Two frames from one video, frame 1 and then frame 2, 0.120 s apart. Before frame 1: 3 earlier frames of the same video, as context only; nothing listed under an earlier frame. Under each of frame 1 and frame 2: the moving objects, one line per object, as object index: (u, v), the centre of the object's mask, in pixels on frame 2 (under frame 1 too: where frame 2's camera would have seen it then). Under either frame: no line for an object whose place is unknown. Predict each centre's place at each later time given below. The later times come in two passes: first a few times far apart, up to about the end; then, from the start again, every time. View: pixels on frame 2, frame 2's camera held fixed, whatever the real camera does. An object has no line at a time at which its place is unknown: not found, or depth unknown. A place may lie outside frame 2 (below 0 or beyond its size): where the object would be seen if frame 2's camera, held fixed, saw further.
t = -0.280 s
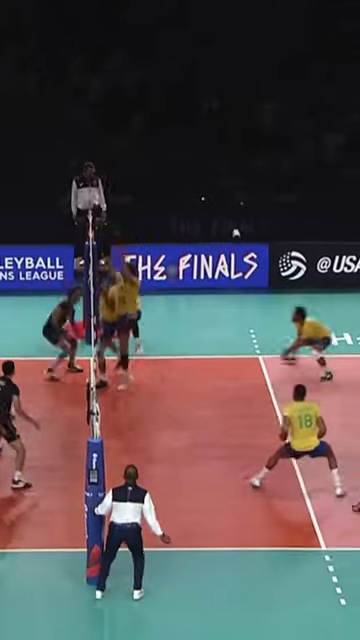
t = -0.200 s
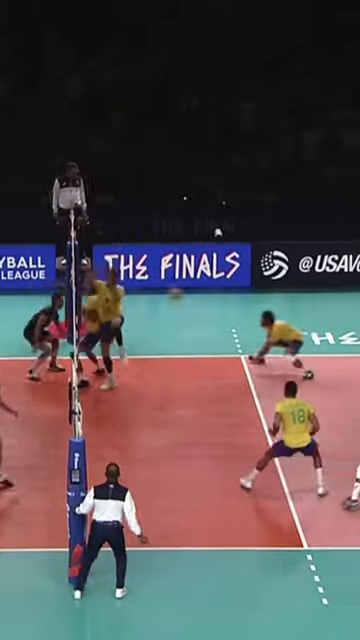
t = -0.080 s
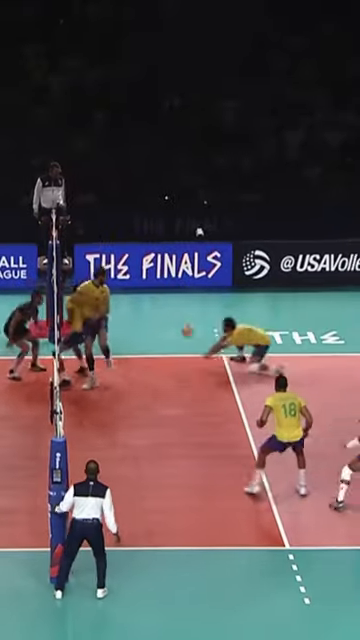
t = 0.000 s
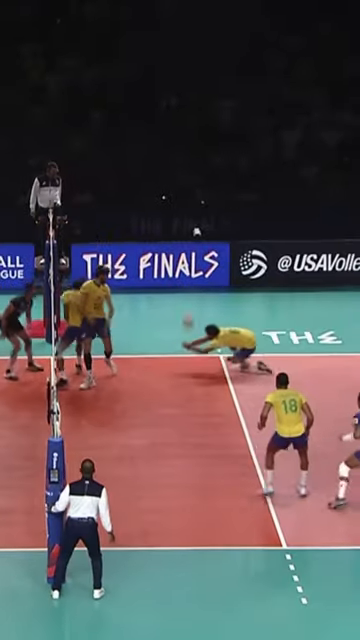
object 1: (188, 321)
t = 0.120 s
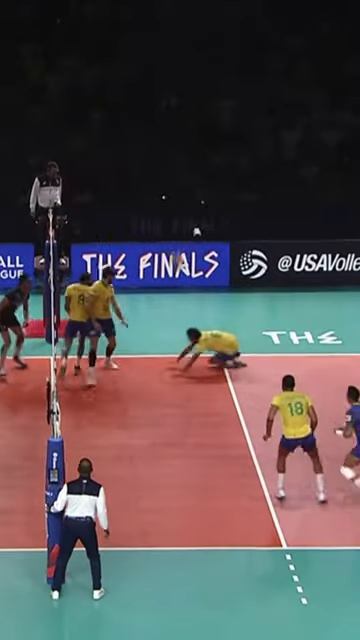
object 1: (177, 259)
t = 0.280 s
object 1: (160, 191)
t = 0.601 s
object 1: (137, 92)
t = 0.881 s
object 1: (112, 52)
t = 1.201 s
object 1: (88, 69)
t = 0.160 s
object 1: (173, 240)
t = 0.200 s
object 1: (169, 225)
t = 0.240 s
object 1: (165, 207)
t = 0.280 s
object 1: (160, 191)
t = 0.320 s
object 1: (157, 176)
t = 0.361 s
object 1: (155, 162)
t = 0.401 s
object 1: (152, 148)
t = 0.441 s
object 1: (149, 135)
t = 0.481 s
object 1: (146, 123)
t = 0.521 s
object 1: (143, 111)
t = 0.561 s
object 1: (140, 101)
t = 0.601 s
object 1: (137, 92)
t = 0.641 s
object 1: (134, 83)
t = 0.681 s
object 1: (129, 75)
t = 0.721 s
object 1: (126, 67)
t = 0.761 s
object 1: (124, 63)
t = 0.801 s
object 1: (120, 59)
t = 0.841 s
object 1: (116, 55)
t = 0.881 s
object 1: (112, 52)
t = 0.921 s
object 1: (110, 51)
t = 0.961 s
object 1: (106, 51)
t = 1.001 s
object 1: (103, 51)
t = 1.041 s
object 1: (99, 52)
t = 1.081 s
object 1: (98, 54)
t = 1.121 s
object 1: (95, 58)
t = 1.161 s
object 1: (93, 62)
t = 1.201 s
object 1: (88, 69)
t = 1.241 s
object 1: (86, 75)
